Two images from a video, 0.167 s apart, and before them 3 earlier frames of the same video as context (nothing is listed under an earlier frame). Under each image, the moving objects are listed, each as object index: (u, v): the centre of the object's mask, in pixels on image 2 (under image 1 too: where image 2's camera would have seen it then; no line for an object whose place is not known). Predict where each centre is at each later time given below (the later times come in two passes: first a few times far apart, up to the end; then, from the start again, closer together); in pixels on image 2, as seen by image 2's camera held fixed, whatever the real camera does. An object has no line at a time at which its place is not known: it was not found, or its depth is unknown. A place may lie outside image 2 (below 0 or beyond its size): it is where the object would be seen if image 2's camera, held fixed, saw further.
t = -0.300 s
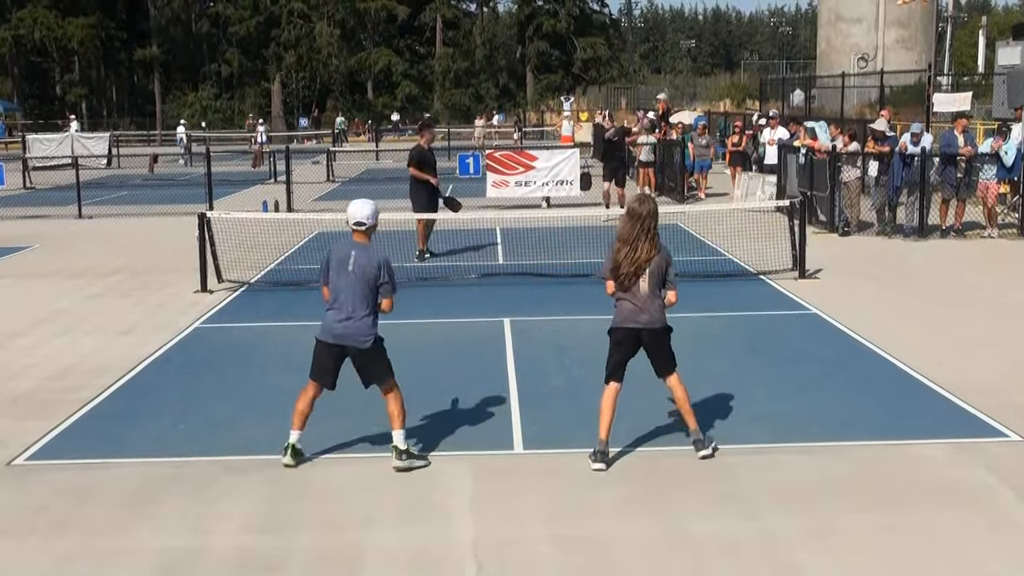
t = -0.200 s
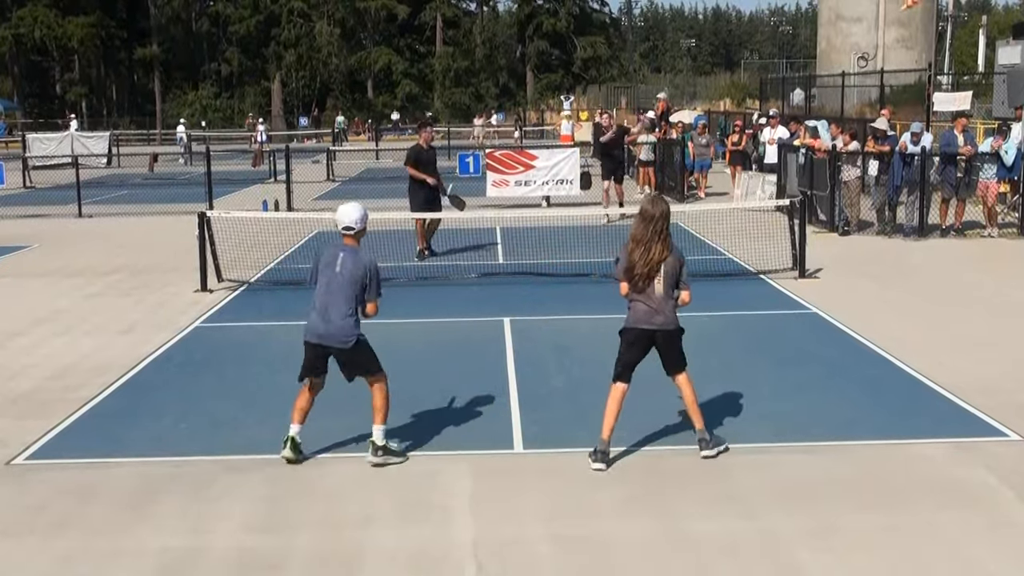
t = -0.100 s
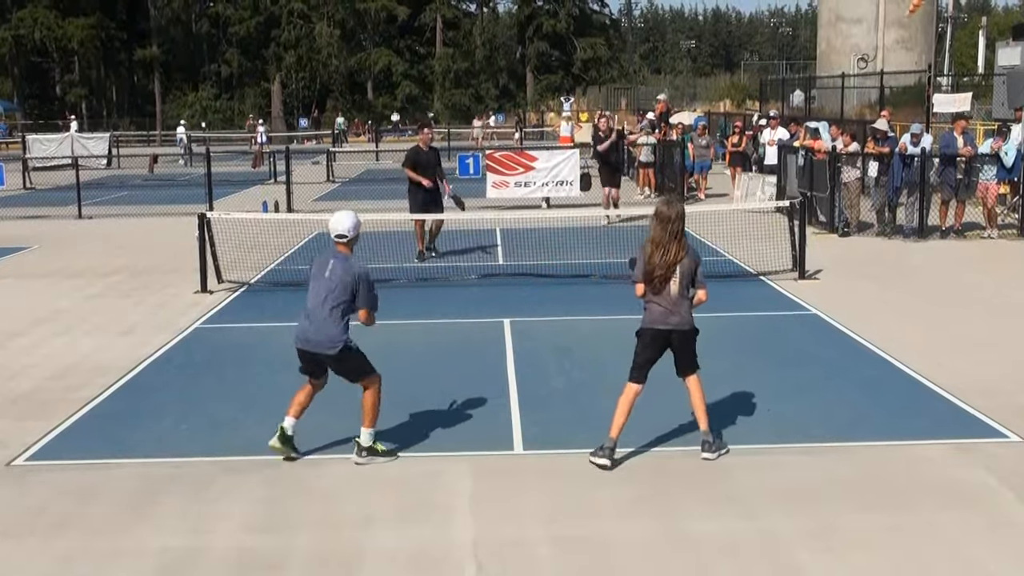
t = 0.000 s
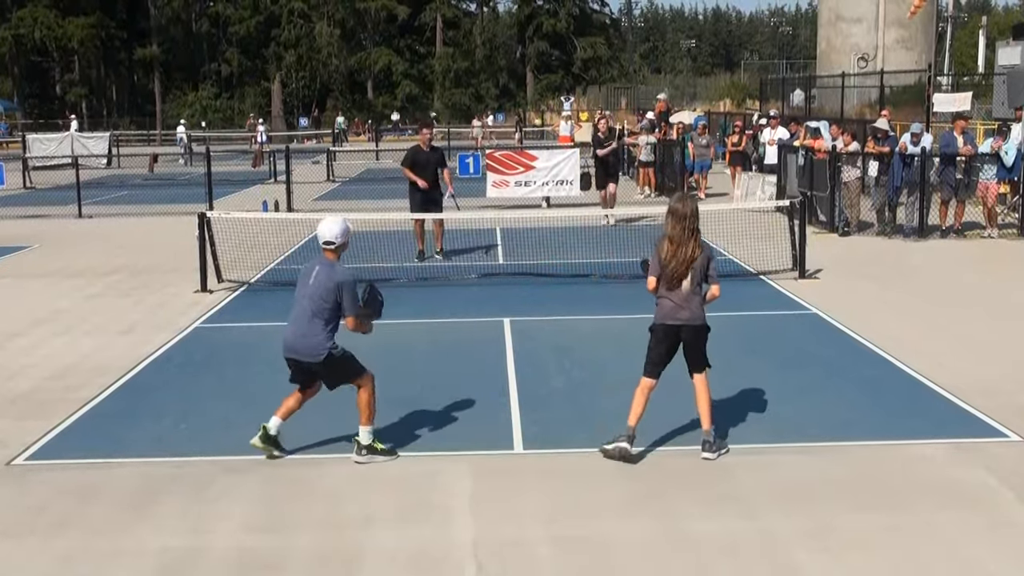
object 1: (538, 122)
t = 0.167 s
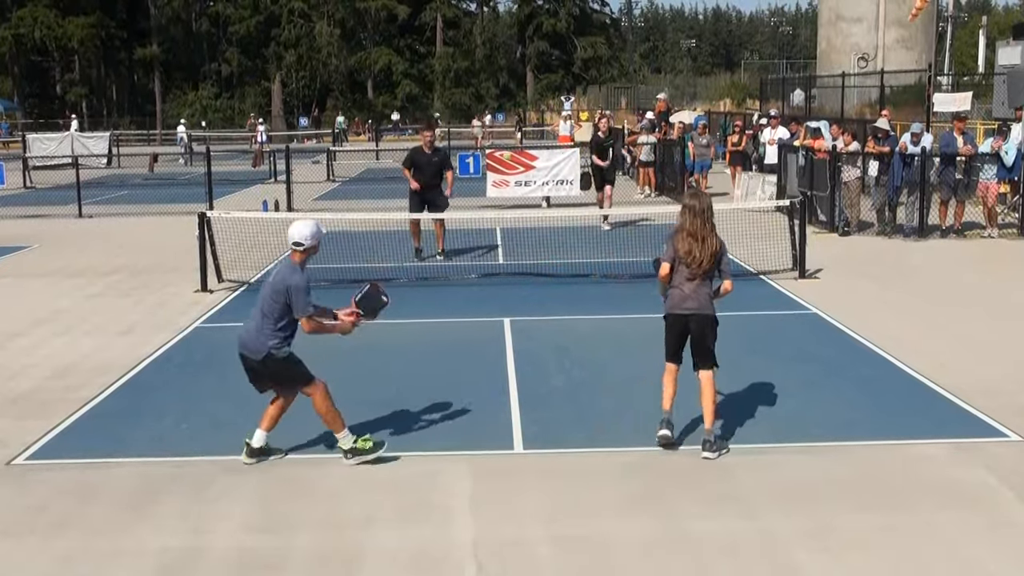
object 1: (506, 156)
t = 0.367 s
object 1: (455, 241)
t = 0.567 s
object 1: (382, 379)
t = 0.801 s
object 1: (309, 325)
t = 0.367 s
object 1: (455, 241)
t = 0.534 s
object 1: (395, 360)
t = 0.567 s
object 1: (382, 379)
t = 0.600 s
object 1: (373, 366)
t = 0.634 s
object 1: (363, 356)
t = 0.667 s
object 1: (353, 346)
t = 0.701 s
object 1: (342, 338)
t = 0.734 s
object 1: (331, 333)
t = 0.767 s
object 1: (320, 328)
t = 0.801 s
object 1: (309, 325)
